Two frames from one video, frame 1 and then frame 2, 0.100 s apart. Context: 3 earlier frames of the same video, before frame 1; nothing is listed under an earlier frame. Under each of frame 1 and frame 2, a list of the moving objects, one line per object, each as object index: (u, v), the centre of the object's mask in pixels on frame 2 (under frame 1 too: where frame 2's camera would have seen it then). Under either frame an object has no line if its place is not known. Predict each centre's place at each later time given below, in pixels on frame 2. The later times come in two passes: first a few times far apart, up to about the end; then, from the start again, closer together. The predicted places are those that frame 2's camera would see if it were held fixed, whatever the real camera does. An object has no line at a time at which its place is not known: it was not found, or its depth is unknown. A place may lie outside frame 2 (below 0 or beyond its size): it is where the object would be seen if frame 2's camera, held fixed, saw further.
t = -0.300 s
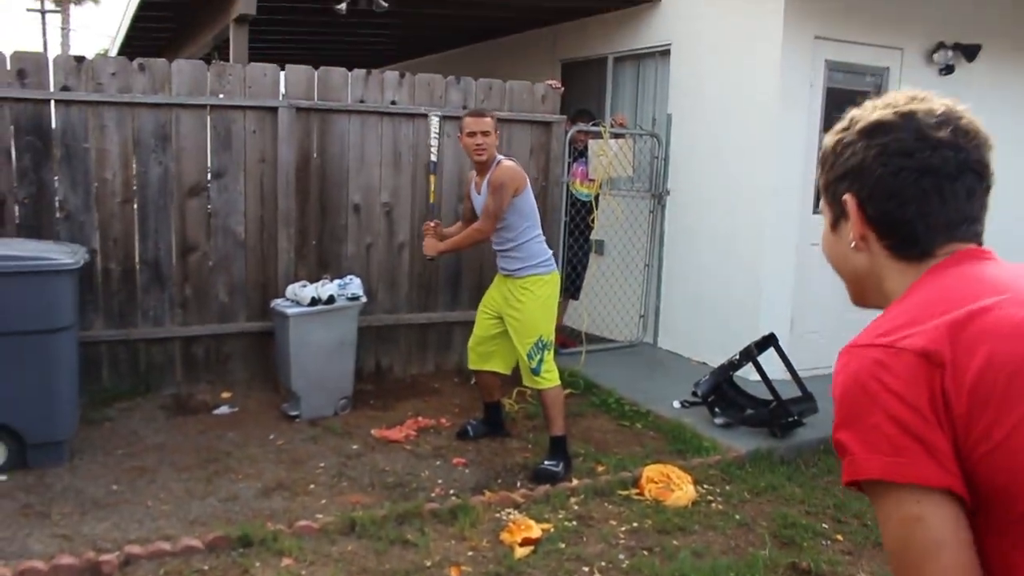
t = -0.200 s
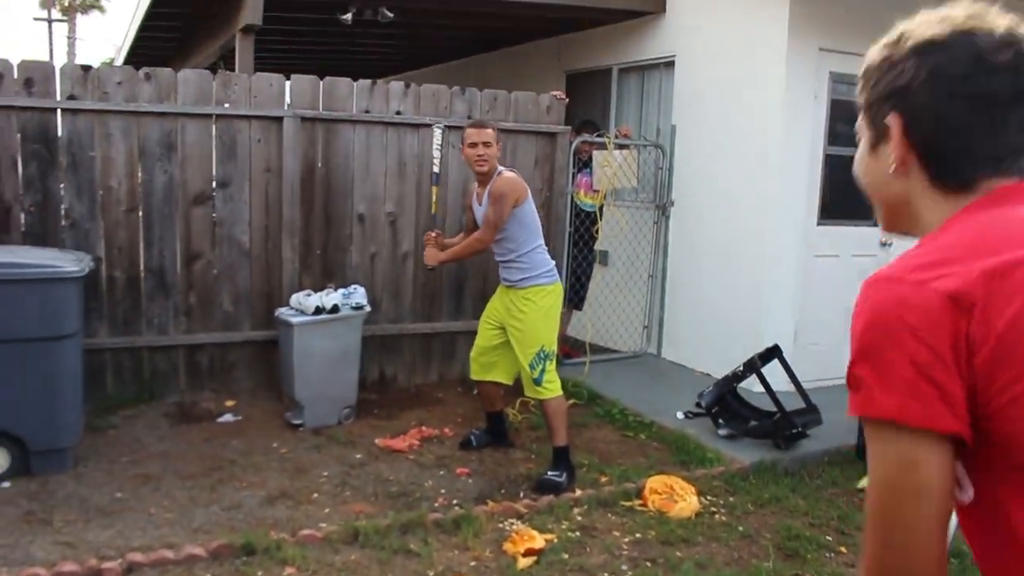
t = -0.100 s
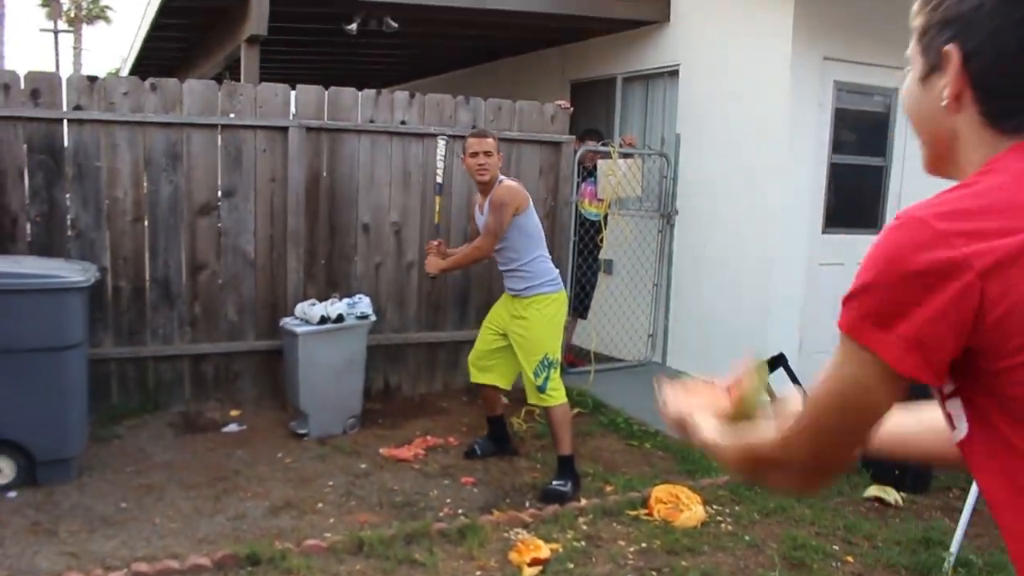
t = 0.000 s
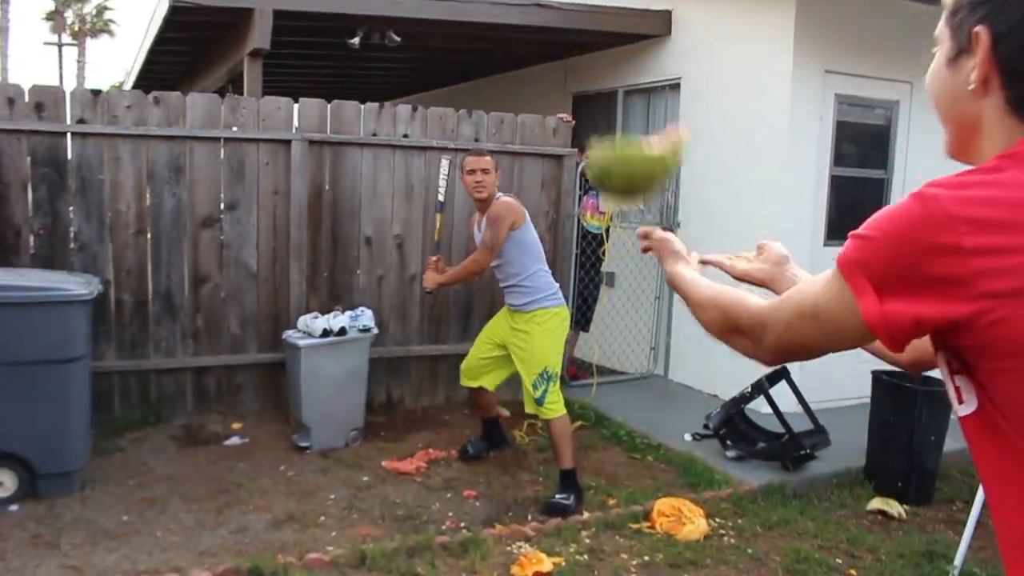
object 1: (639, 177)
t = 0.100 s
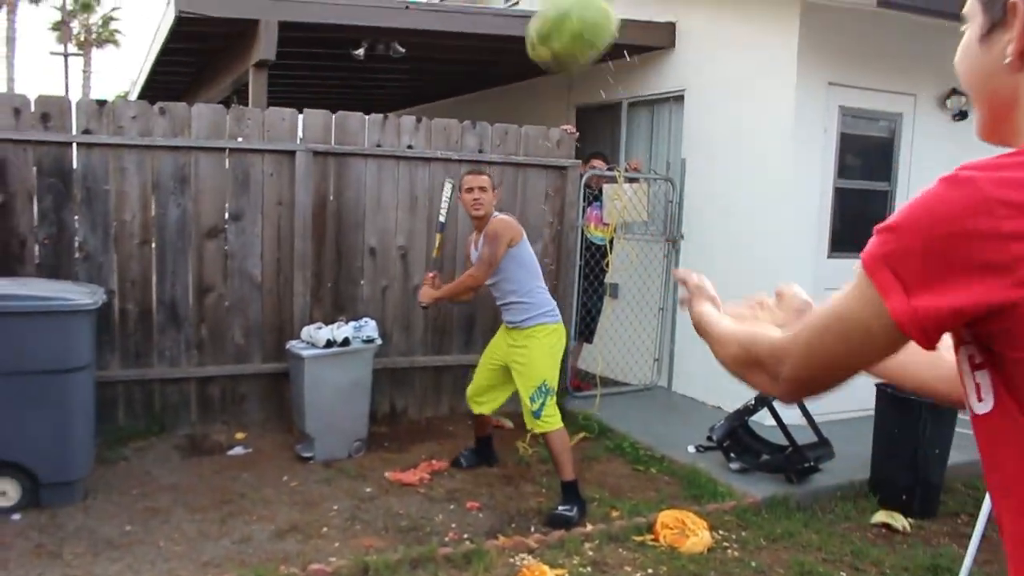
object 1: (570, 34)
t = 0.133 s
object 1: (549, 10)
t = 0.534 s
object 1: (407, 15)
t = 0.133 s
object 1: (549, 10)
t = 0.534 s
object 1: (407, 15)
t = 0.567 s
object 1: (400, 34)
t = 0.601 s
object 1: (392, 55)
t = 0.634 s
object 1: (385, 78)
